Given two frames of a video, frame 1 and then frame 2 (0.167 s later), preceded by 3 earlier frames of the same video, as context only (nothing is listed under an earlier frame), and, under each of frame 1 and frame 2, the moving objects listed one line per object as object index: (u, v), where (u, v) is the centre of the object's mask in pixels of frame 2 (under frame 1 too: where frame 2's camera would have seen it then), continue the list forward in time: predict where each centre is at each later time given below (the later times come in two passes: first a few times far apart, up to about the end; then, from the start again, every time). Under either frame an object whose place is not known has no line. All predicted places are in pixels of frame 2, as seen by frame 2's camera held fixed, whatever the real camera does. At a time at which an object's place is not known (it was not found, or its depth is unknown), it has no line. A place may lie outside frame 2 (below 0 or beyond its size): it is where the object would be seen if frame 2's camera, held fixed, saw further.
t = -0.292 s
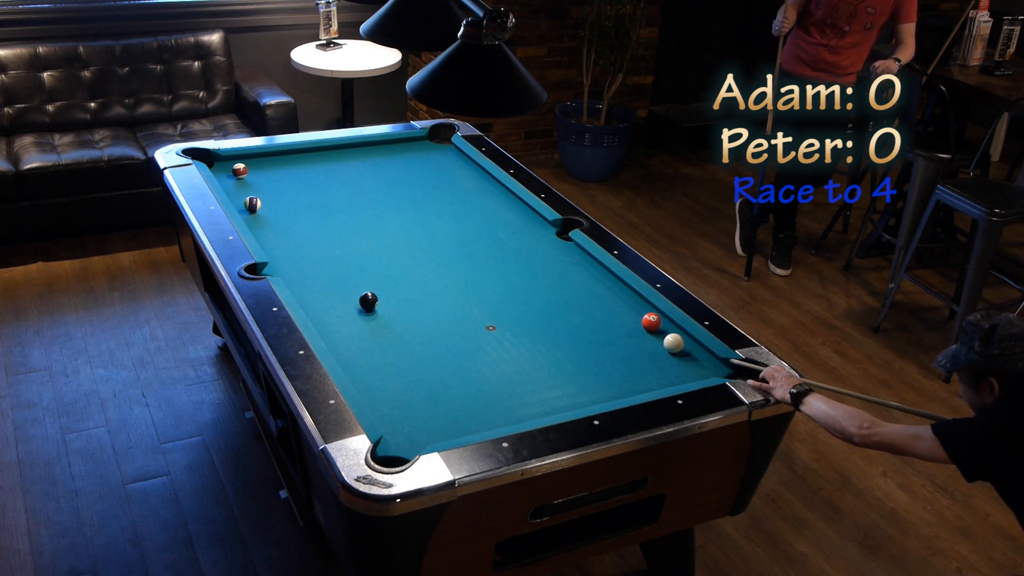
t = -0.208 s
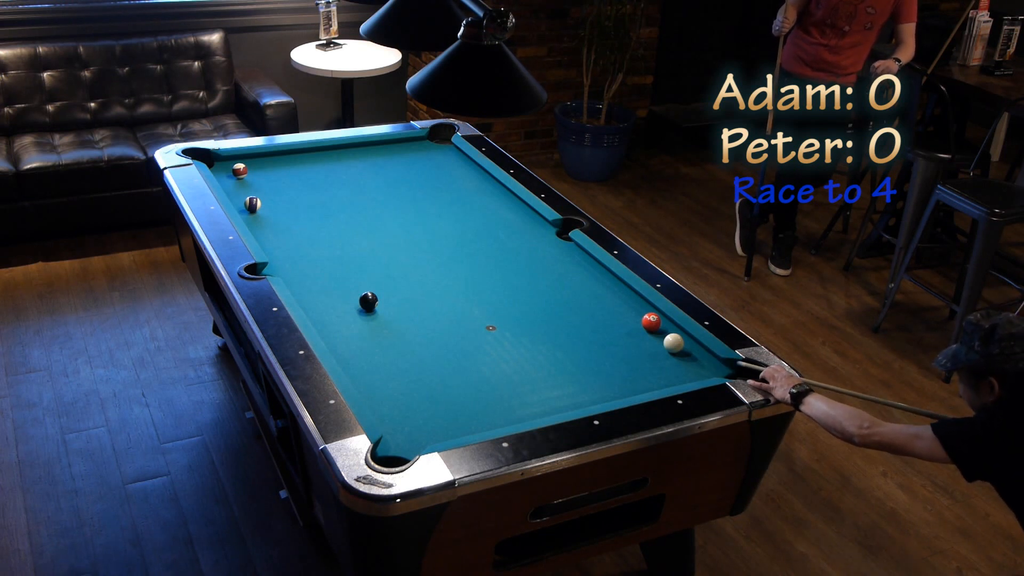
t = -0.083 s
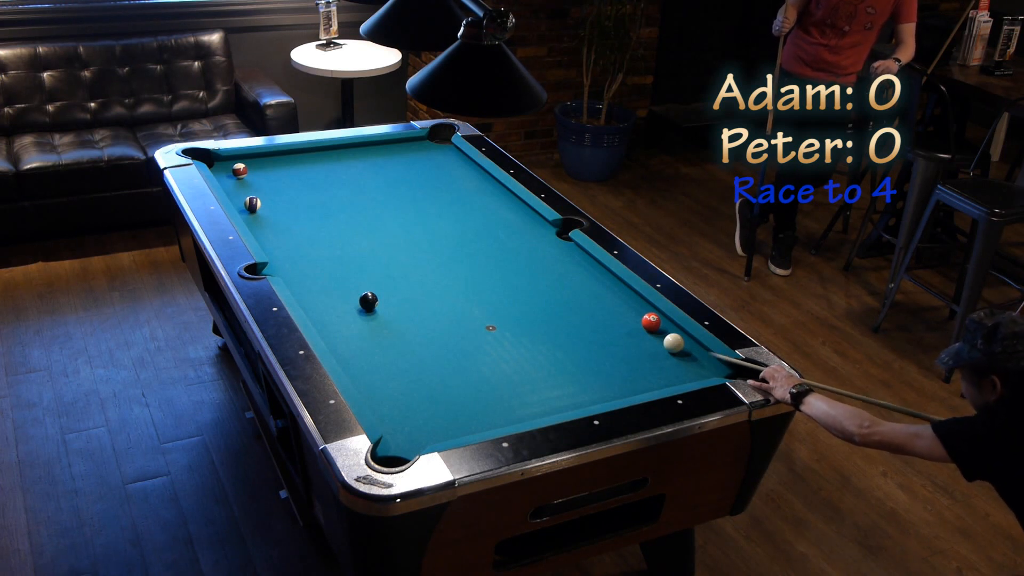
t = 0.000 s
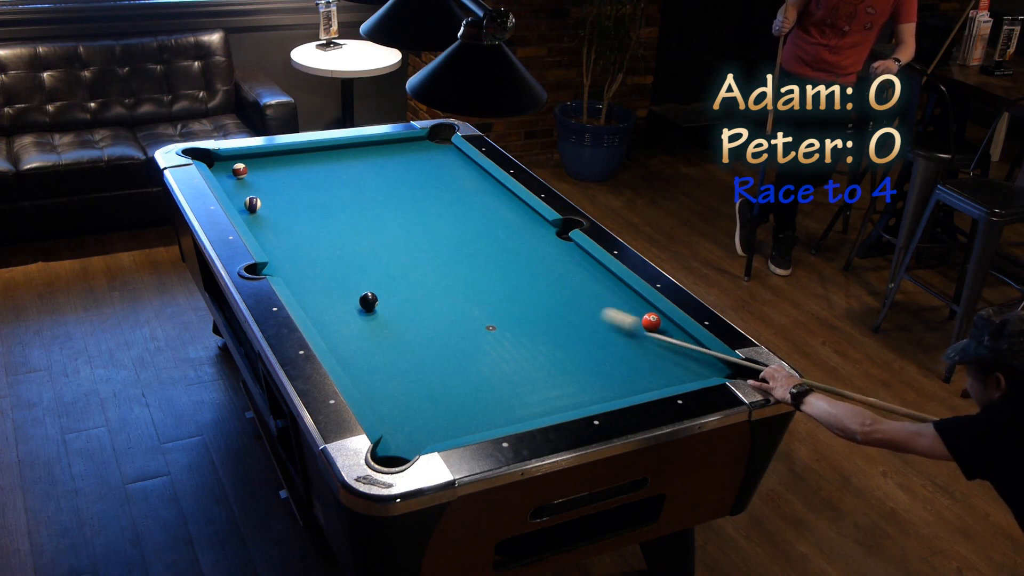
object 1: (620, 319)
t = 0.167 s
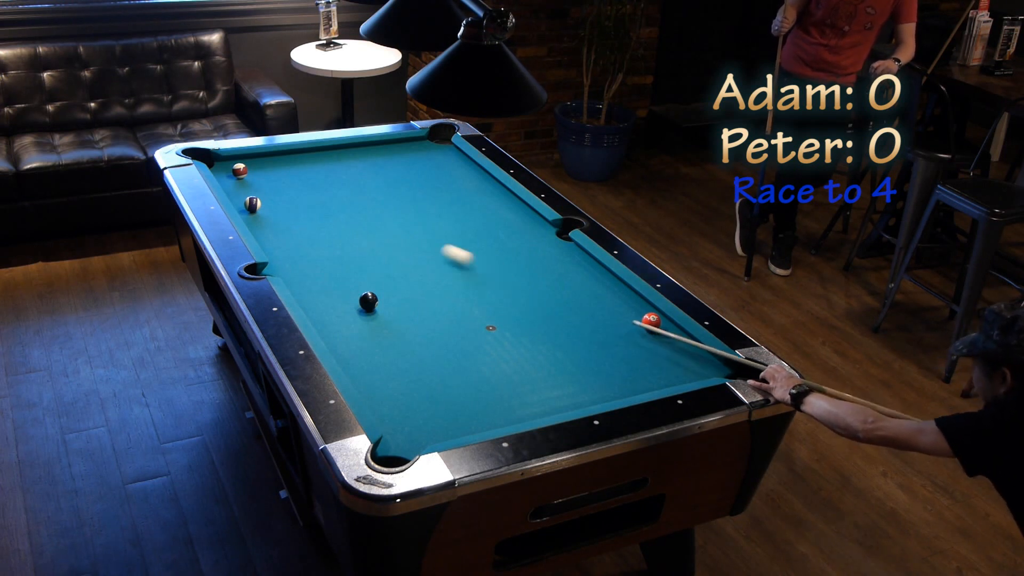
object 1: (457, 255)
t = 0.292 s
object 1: (362, 216)
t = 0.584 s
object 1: (257, 166)
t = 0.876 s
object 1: (254, 164)
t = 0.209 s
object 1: (423, 241)
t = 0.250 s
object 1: (391, 228)
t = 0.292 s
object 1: (362, 216)
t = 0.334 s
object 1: (333, 205)
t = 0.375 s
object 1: (306, 194)
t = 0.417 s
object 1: (279, 184)
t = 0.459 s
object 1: (256, 174)
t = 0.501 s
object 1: (255, 172)
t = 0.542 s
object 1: (257, 169)
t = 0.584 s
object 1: (257, 166)
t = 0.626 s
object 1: (257, 164)
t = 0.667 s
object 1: (256, 160)
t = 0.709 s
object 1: (254, 157)
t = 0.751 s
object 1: (253, 158)
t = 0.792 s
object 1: (254, 160)
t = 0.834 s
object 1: (254, 162)
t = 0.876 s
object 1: (254, 164)
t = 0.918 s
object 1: (253, 166)
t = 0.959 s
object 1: (253, 168)
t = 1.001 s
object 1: (252, 169)
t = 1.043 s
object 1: (251, 171)
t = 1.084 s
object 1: (251, 173)
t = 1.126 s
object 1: (250, 175)
